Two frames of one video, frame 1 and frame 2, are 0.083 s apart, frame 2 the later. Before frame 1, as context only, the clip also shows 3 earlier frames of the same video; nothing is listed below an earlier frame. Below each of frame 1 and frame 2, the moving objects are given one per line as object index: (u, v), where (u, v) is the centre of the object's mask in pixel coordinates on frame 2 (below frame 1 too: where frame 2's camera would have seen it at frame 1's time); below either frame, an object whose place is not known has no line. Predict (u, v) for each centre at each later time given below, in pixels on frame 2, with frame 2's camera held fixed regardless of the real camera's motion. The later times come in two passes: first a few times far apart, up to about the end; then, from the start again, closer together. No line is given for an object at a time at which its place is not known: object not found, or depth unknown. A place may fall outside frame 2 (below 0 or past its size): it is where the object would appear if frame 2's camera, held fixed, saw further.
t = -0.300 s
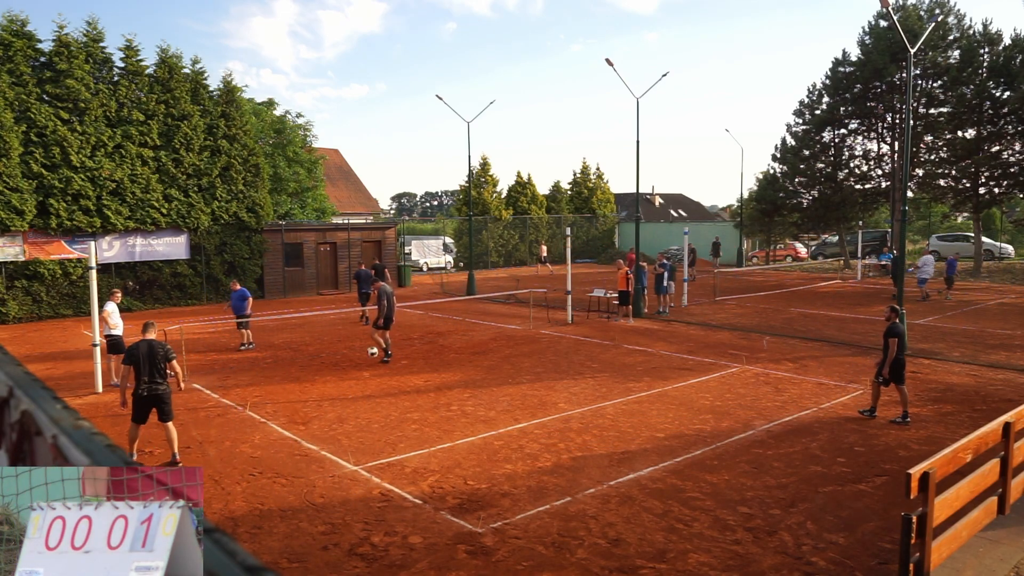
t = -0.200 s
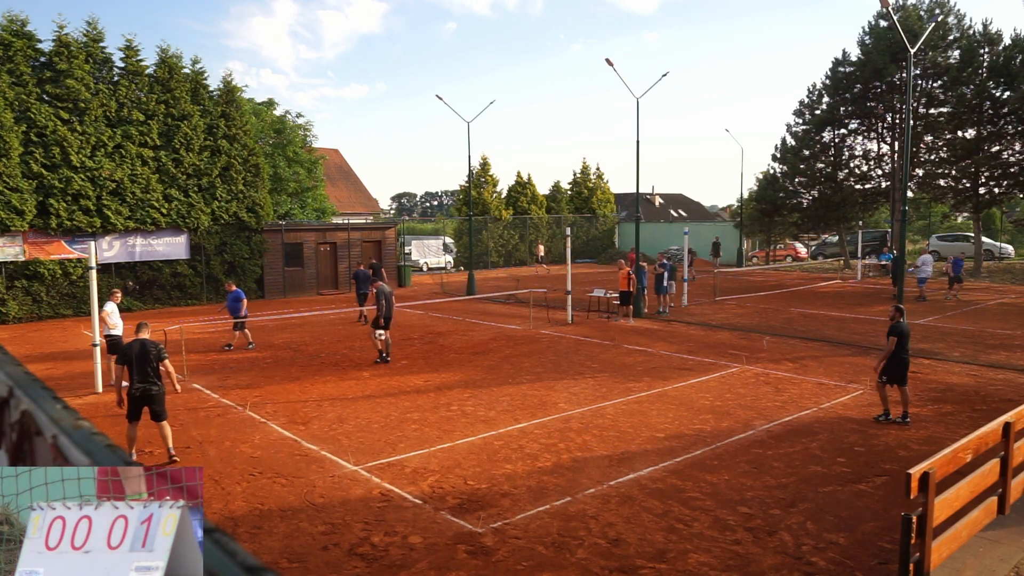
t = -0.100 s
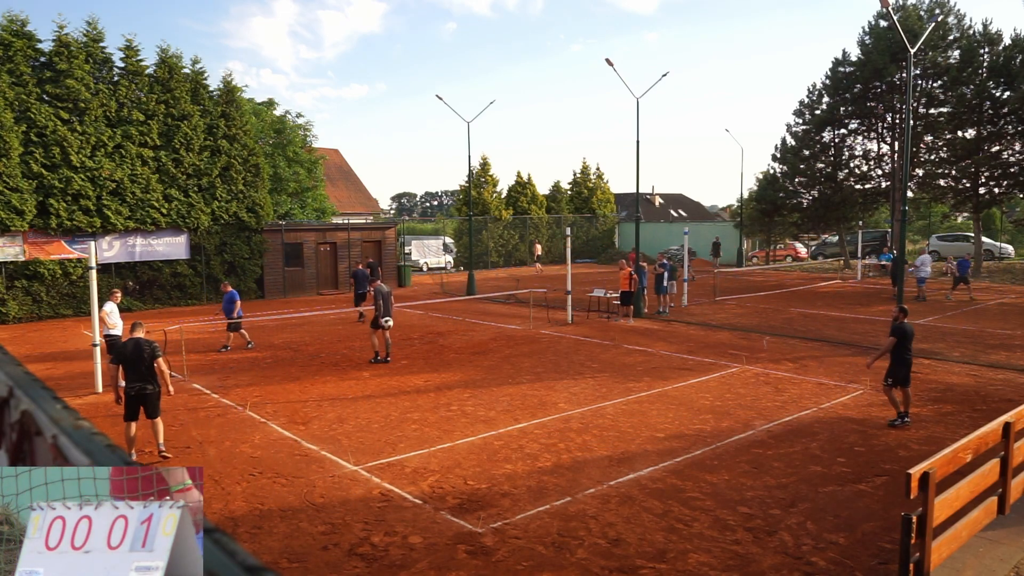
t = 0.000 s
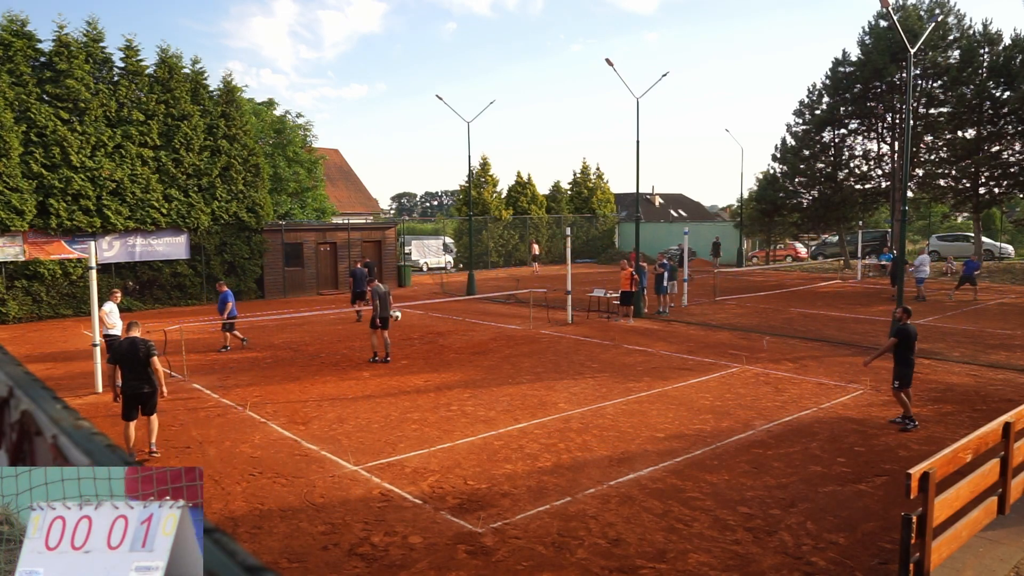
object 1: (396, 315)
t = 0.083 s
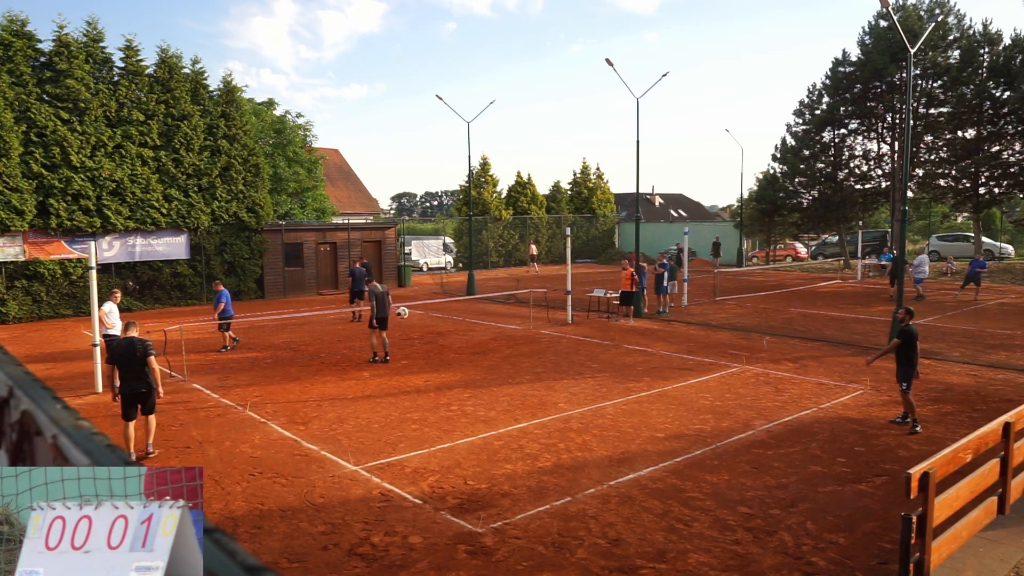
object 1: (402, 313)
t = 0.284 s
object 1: (419, 321)
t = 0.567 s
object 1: (446, 373)
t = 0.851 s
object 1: (475, 366)
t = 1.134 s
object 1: (506, 361)
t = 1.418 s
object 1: (541, 407)
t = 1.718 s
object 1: (579, 395)
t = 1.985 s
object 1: (616, 410)
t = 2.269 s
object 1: (657, 437)
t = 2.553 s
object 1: (701, 436)
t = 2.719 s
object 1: (728, 466)
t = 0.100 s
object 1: (403, 312)
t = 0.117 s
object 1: (405, 312)
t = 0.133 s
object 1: (406, 313)
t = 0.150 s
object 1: (408, 313)
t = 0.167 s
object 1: (410, 314)
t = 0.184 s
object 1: (411, 314)
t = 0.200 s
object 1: (412, 315)
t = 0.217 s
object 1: (414, 316)
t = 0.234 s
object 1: (415, 317)
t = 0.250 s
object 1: (417, 318)
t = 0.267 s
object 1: (418, 320)
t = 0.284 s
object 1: (419, 321)
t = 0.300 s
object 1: (421, 323)
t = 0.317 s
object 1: (422, 325)
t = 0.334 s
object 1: (424, 327)
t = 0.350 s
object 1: (426, 329)
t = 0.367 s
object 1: (427, 332)
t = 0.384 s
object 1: (429, 334)
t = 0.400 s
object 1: (430, 337)
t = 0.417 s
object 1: (432, 340)
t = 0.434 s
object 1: (433, 343)
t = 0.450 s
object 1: (435, 346)
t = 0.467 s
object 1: (437, 349)
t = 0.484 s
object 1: (438, 353)
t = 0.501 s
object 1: (440, 356)
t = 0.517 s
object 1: (441, 360)
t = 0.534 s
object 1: (443, 364)
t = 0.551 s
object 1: (445, 368)
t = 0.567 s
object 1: (446, 373)
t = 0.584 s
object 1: (448, 377)
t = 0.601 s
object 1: (449, 382)
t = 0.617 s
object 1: (452, 387)
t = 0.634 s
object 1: (453, 392)
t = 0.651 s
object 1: (454, 396)
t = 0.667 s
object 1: (457, 392)
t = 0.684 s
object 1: (458, 389)
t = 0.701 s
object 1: (460, 386)
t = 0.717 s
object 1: (461, 384)
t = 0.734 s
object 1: (462, 381)
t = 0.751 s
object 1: (465, 378)
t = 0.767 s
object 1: (466, 376)
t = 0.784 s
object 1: (467, 373)
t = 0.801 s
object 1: (470, 371)
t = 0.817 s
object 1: (471, 369)
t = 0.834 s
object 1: (473, 368)
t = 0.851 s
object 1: (475, 366)
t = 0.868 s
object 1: (476, 364)
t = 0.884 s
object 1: (478, 363)
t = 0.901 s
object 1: (480, 362)
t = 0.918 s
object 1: (482, 361)
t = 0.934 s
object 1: (484, 360)
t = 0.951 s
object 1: (486, 359)
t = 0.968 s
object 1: (487, 358)
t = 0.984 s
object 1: (489, 358)
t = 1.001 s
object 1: (491, 357)
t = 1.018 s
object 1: (493, 357)
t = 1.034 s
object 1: (495, 357)
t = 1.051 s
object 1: (497, 357)
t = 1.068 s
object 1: (498, 358)
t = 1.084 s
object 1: (500, 359)
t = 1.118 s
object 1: (504, 360)
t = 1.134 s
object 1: (506, 361)
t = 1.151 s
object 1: (508, 363)
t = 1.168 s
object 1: (510, 364)
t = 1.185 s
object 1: (512, 366)
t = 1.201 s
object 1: (514, 368)
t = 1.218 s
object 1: (516, 370)
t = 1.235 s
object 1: (518, 372)
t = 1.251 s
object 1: (520, 374)
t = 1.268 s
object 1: (522, 377)
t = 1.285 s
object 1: (524, 379)
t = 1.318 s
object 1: (528, 385)
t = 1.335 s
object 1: (530, 389)
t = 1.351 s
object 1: (532, 392)
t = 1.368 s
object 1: (534, 395)
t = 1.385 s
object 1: (537, 399)
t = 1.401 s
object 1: (539, 403)
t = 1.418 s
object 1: (541, 407)
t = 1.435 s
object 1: (543, 412)
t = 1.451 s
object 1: (545, 417)
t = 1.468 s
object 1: (547, 422)
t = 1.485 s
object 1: (549, 420)
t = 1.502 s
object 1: (551, 417)
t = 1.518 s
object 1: (553, 415)
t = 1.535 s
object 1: (555, 412)
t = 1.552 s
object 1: (557, 409)
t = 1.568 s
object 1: (560, 407)
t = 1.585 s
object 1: (562, 405)
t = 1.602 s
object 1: (564, 403)
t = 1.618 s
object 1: (566, 402)
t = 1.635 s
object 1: (568, 400)
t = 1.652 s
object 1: (570, 399)
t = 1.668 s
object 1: (572, 397)
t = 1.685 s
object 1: (575, 397)
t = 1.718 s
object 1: (579, 395)
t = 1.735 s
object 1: (581, 395)
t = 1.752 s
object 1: (584, 394)
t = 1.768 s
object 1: (586, 394)
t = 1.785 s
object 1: (588, 394)
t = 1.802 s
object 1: (590, 394)
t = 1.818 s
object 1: (592, 395)
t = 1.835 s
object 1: (595, 395)
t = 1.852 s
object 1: (597, 397)
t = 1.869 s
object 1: (599, 397)
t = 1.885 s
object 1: (602, 399)
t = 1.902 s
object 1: (604, 400)
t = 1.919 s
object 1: (606, 402)
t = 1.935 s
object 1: (609, 404)
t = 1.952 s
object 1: (612, 406)
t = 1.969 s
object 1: (614, 408)
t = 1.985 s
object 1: (616, 410)
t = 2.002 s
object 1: (619, 413)
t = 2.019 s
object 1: (621, 416)
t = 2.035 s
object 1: (623, 419)
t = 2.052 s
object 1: (626, 422)
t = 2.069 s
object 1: (628, 426)
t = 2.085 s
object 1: (631, 430)
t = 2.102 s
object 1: (633, 434)
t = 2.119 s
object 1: (635, 439)
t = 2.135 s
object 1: (638, 443)
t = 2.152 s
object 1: (640, 447)
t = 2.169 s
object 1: (643, 451)
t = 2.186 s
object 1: (645, 448)
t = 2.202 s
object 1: (647, 445)
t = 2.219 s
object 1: (650, 443)
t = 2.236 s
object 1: (652, 441)
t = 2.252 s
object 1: (655, 439)
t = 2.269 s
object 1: (657, 437)
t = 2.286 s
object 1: (660, 435)
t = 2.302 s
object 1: (663, 434)
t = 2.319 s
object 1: (665, 433)
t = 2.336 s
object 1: (668, 431)
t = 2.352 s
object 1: (670, 431)
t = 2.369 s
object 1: (673, 430)
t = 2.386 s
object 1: (675, 429)
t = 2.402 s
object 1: (678, 429)
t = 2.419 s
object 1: (680, 429)
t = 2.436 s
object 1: (682, 429)
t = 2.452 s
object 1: (685, 430)
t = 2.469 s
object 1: (688, 430)
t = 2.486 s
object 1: (690, 431)
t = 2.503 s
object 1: (693, 432)
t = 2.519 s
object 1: (696, 433)
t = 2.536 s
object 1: (699, 435)
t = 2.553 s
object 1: (701, 436)
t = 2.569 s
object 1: (704, 438)
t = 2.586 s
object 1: (707, 440)
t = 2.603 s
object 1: (709, 443)
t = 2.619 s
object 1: (712, 446)
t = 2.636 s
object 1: (715, 448)
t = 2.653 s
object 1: (717, 451)
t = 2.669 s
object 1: (720, 454)
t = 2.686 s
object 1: (723, 458)
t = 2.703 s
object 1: (725, 462)
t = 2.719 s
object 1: (728, 466)
